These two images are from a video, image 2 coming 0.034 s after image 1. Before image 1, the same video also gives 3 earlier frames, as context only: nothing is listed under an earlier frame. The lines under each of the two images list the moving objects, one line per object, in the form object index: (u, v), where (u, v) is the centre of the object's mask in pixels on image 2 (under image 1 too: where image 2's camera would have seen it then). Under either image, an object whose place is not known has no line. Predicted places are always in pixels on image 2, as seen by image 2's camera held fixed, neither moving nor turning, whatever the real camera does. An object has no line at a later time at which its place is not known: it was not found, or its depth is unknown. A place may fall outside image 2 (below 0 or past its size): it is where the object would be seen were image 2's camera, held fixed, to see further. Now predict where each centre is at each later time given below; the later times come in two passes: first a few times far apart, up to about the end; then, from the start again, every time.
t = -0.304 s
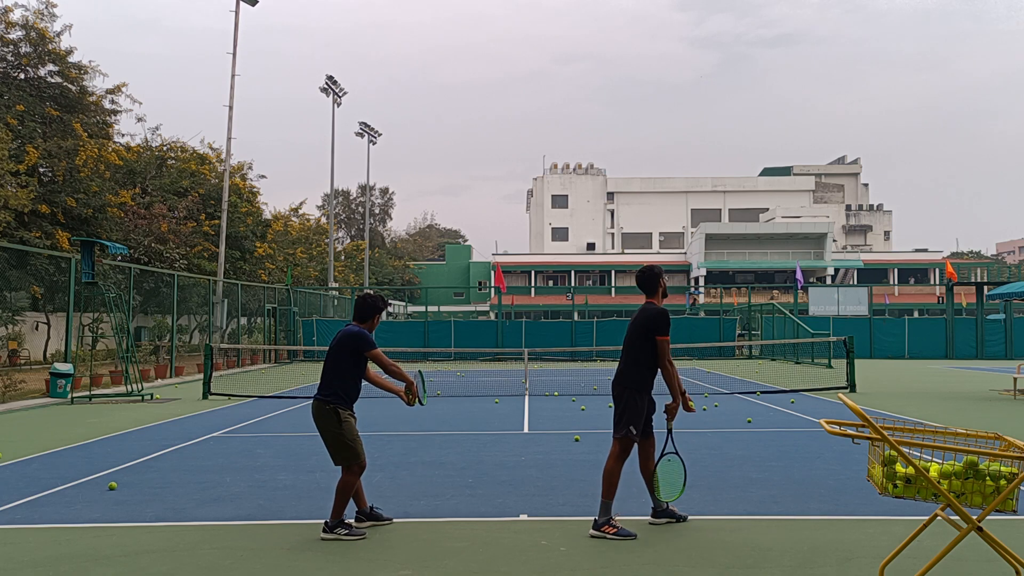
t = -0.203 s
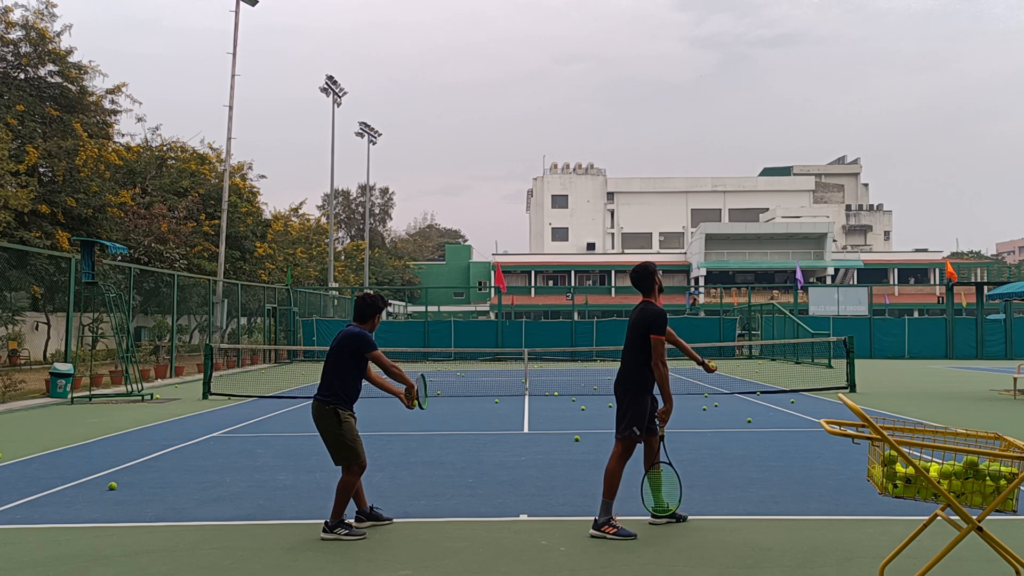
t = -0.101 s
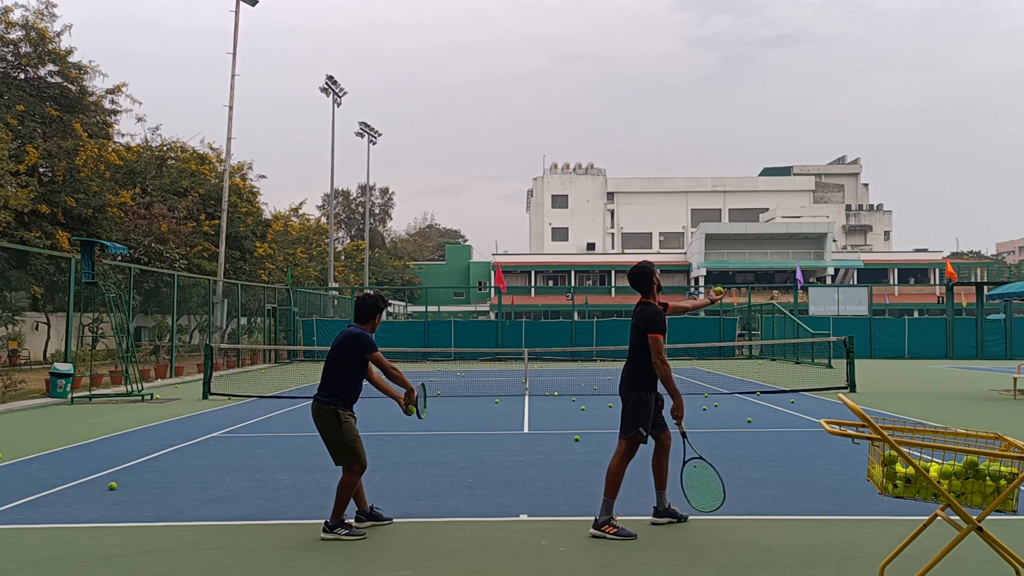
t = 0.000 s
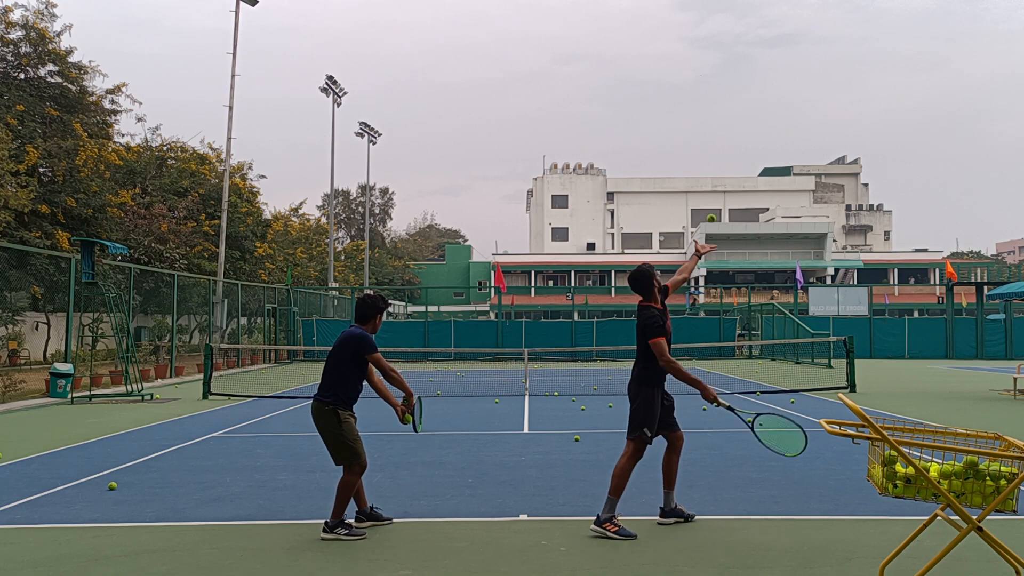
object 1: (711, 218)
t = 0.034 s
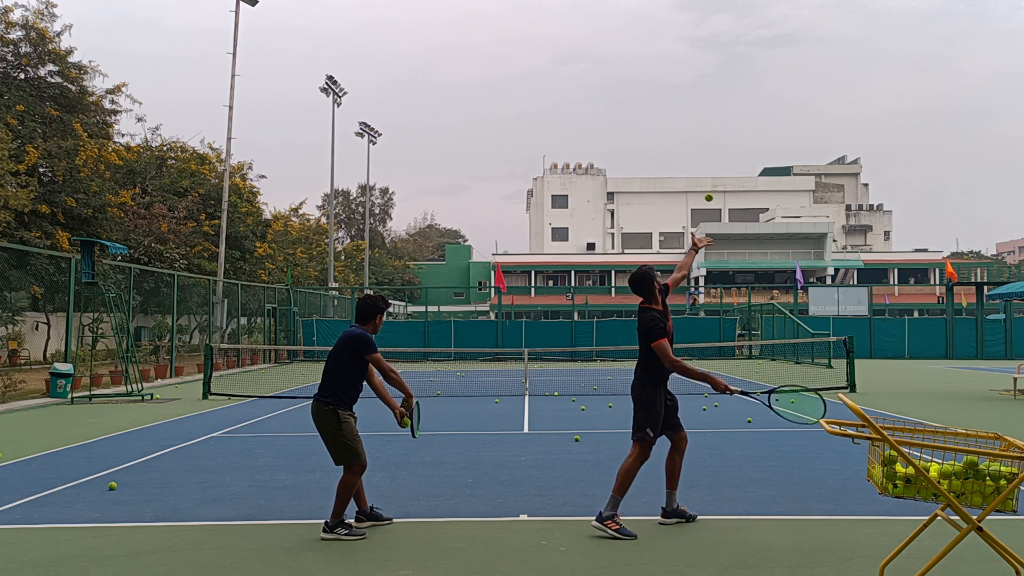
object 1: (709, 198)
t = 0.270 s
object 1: (694, 91)
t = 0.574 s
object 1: (676, 61)
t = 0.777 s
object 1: (666, 105)
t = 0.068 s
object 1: (707, 178)
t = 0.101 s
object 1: (704, 159)
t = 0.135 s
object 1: (702, 143)
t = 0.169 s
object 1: (700, 128)
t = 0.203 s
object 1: (698, 114)
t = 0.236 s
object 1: (696, 102)
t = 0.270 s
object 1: (694, 91)
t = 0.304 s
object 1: (692, 82)
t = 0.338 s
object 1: (690, 74)
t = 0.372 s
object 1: (688, 68)
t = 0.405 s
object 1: (686, 63)
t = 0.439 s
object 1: (684, 60)
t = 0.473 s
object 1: (682, 58)
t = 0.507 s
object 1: (680, 57)
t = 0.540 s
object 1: (678, 58)
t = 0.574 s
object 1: (676, 61)
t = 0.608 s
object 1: (674, 64)
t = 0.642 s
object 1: (673, 70)
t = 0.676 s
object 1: (671, 76)
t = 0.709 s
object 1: (669, 84)
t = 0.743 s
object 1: (667, 94)
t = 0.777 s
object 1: (666, 105)
